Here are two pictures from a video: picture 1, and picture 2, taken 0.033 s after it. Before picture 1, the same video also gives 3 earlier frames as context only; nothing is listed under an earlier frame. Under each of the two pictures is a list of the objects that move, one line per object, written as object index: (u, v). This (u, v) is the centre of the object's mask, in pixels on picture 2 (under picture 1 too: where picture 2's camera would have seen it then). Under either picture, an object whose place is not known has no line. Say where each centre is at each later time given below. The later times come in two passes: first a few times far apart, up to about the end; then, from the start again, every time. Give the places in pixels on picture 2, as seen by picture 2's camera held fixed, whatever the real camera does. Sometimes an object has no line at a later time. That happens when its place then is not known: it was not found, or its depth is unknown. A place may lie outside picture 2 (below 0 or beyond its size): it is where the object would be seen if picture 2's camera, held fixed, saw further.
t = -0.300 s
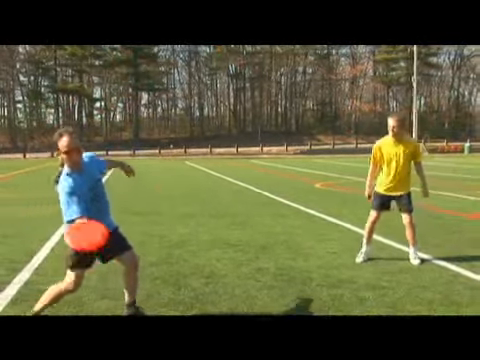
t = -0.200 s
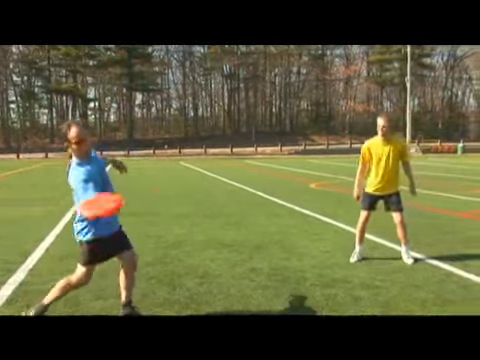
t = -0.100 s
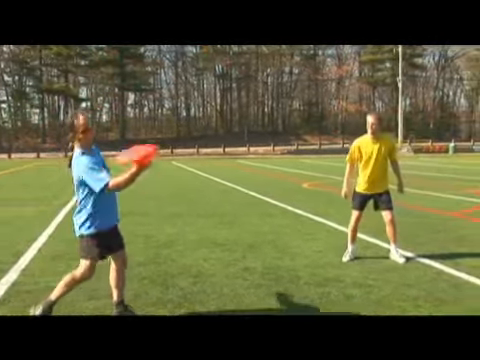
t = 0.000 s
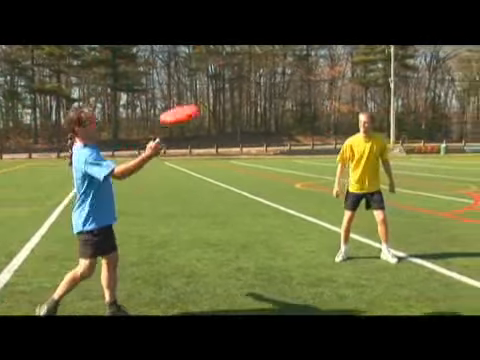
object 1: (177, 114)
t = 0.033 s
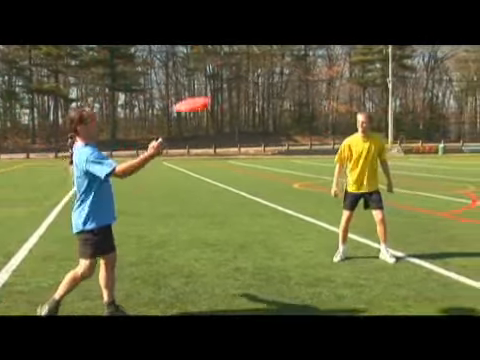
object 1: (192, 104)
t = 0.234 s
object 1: (267, 80)
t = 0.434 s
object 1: (323, 86)
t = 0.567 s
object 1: (353, 98)
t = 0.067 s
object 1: (207, 96)
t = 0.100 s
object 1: (221, 90)
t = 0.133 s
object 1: (232, 86)
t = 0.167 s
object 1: (245, 83)
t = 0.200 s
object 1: (256, 81)
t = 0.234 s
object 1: (267, 80)
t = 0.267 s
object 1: (279, 79)
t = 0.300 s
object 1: (288, 79)
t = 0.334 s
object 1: (298, 80)
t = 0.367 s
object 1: (306, 81)
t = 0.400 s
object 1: (315, 83)
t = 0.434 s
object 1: (323, 86)
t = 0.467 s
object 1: (330, 88)
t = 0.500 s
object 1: (338, 91)
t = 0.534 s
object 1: (346, 94)
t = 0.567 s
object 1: (353, 98)
